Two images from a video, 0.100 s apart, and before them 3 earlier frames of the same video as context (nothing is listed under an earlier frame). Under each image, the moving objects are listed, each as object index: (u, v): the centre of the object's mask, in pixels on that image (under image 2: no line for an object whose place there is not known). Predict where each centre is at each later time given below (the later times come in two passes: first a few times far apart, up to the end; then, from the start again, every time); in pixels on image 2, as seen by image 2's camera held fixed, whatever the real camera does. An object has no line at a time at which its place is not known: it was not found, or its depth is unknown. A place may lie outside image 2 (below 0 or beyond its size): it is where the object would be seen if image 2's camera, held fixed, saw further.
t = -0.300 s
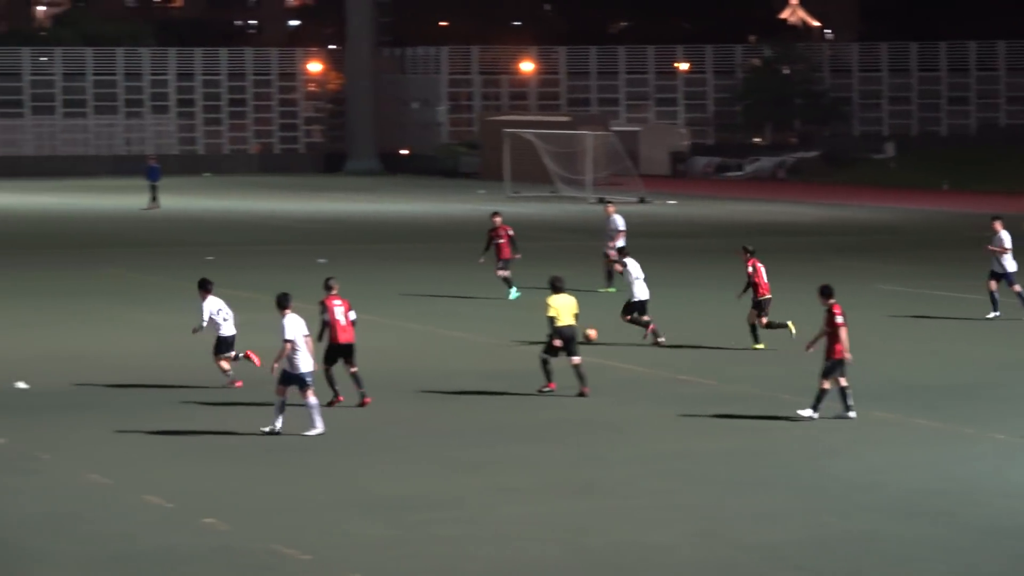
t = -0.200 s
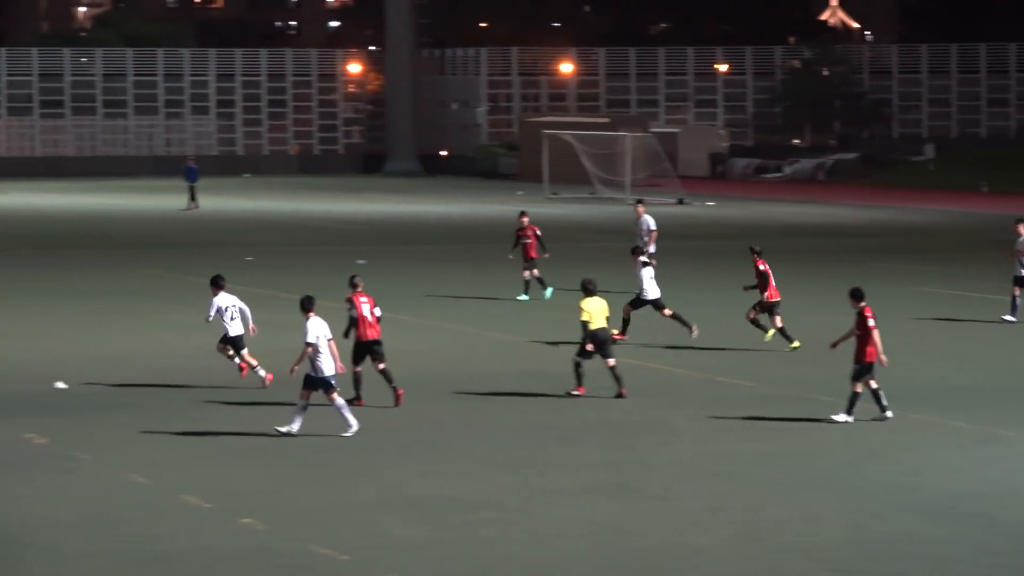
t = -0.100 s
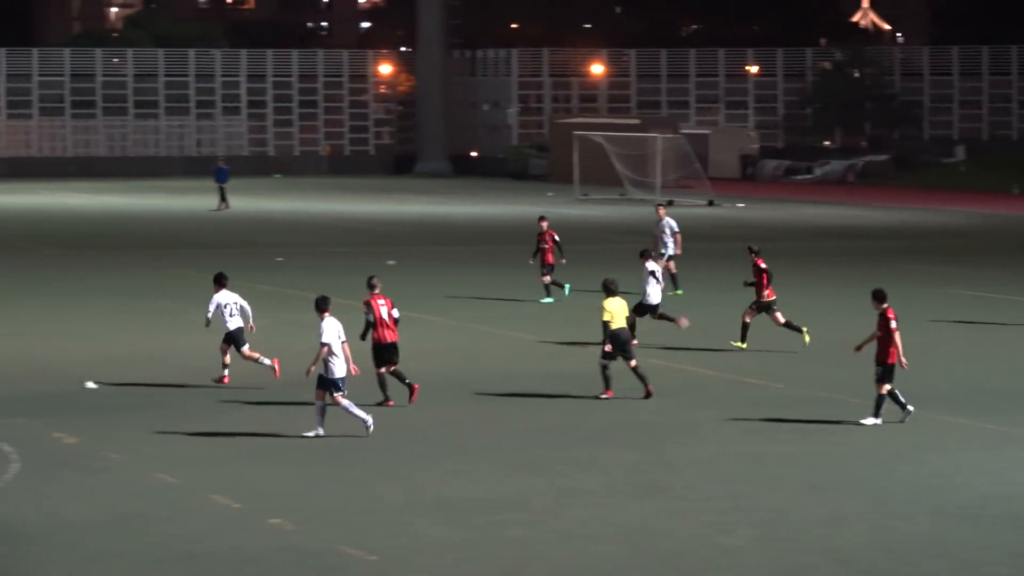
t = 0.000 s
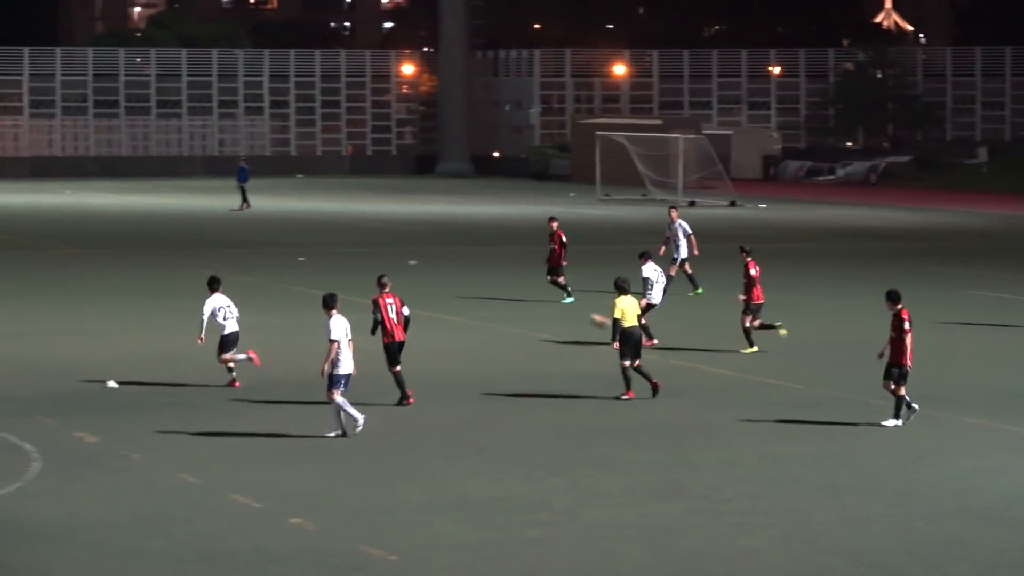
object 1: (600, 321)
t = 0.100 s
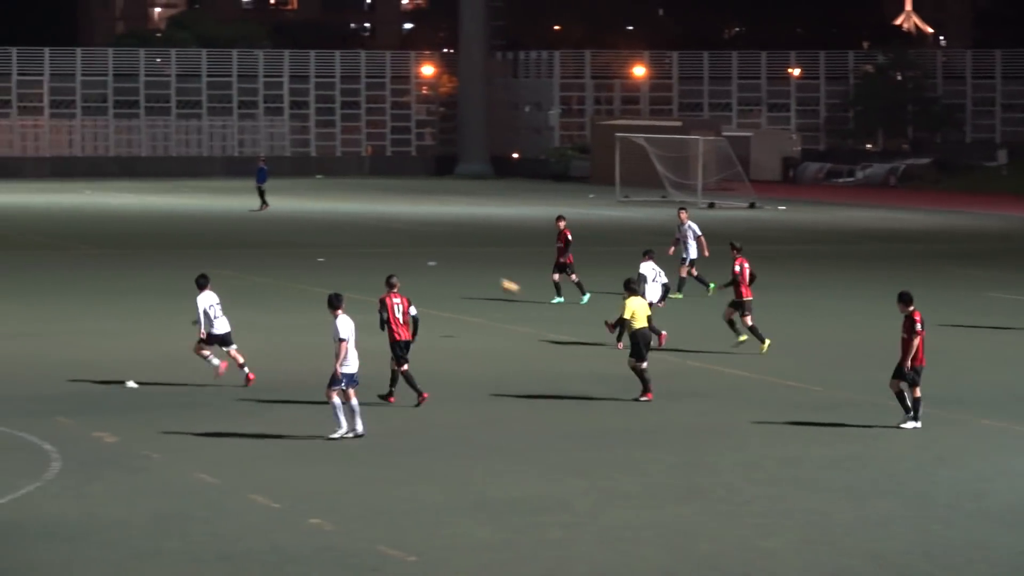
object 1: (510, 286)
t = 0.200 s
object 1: (405, 255)
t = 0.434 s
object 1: (177, 205)
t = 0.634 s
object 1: (0, 185)
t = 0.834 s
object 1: (-170, 184)
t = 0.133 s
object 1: (474, 275)
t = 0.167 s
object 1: (439, 265)
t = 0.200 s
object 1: (405, 255)
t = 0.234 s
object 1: (372, 246)
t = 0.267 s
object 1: (338, 238)
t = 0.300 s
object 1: (305, 230)
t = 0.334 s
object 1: (273, 223)
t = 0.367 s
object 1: (241, 216)
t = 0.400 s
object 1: (208, 211)
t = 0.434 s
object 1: (177, 205)
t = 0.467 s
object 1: (147, 201)
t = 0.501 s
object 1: (117, 197)
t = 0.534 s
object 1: (87, 193)
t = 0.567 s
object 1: (57, 189)
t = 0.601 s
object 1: (28, 187)
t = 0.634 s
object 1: (0, 185)
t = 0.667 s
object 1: (-30, 183)
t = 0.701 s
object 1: (-58, 182)
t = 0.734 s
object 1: (-86, 182)
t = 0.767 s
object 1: (-114, 182)
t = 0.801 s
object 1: (-142, 182)
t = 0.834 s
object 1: (-170, 184)
